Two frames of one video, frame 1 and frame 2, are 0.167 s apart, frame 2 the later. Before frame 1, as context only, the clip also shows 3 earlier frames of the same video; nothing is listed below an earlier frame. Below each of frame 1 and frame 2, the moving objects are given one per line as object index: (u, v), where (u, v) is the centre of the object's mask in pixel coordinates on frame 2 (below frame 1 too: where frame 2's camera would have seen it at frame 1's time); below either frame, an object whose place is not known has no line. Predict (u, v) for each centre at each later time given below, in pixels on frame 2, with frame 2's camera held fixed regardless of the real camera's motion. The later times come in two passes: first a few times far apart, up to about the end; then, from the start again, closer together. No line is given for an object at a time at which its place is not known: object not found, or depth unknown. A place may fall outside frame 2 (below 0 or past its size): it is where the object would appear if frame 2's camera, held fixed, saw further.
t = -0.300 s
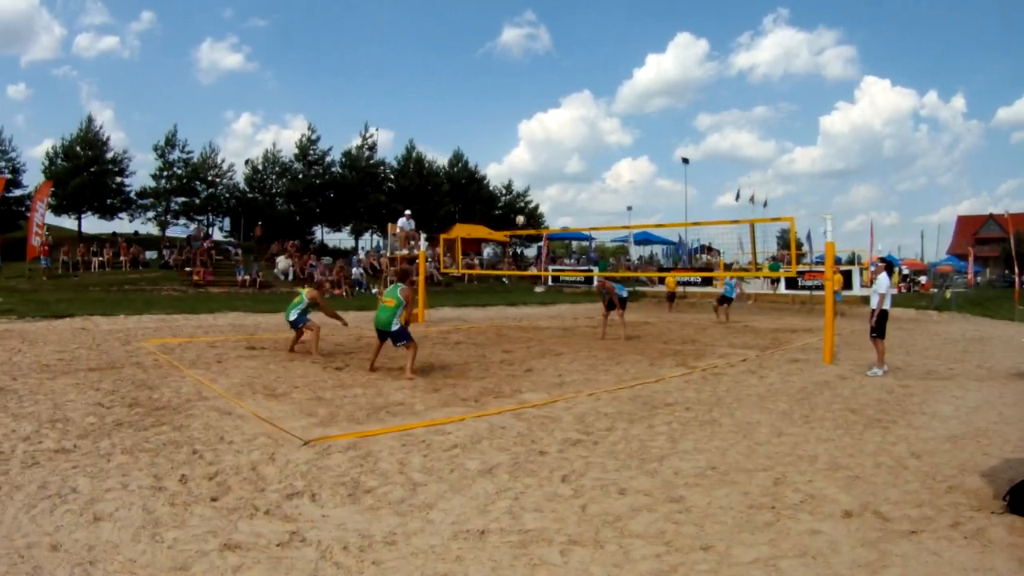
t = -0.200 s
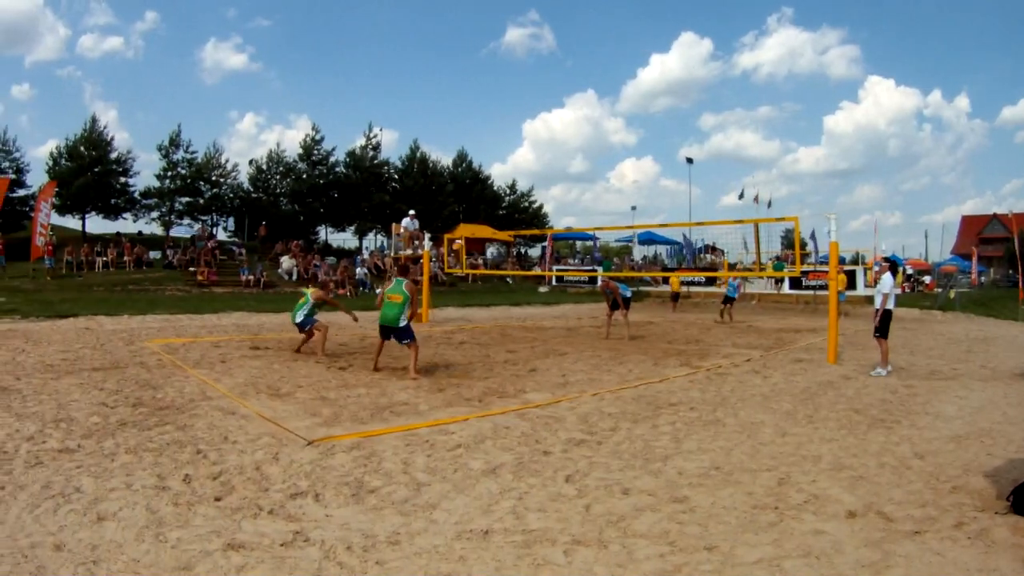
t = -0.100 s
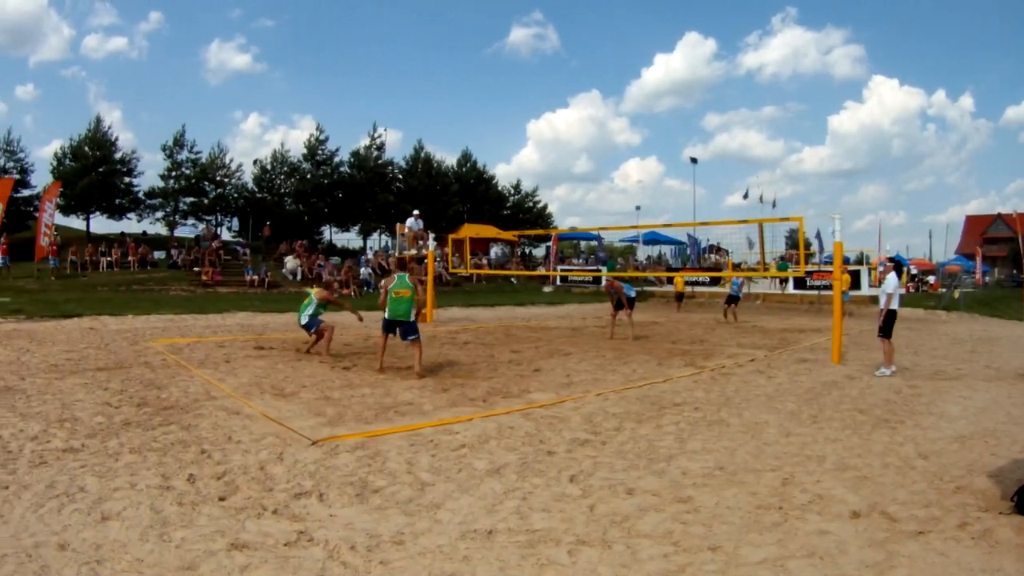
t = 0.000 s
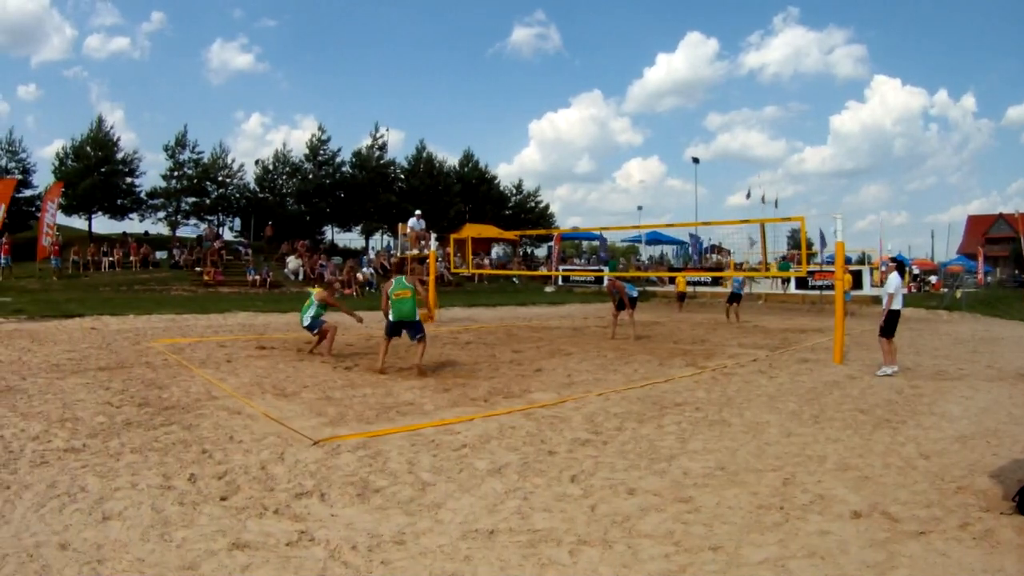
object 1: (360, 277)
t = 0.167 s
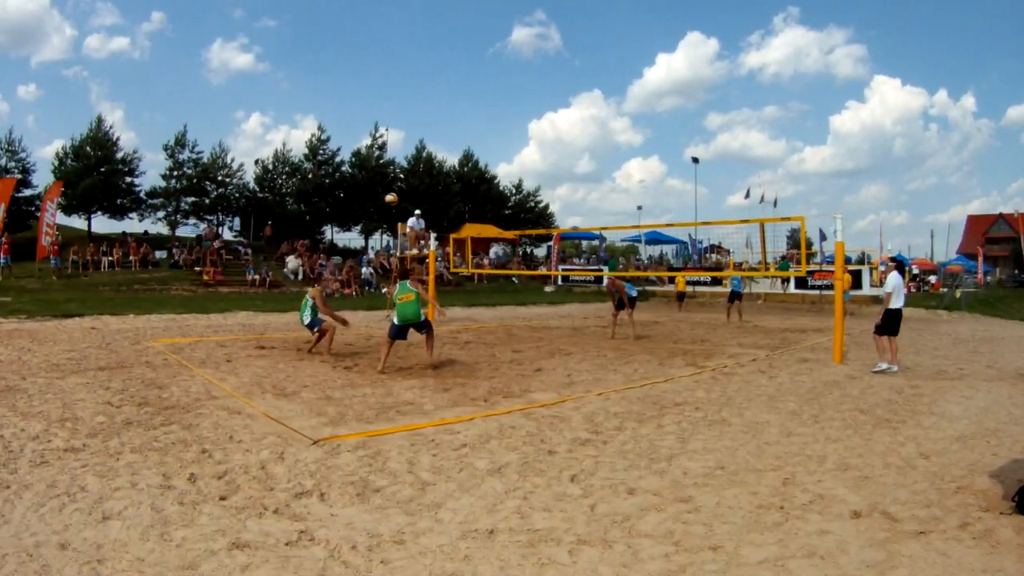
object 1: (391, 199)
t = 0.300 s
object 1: (414, 151)
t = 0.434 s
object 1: (434, 115)
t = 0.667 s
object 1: (468, 79)
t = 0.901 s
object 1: (500, 73)
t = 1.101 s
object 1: (527, 92)
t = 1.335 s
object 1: (557, 142)
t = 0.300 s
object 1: (414, 151)
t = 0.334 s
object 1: (419, 142)
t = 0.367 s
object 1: (424, 133)
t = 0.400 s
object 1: (429, 123)
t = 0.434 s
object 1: (434, 115)
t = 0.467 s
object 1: (439, 108)
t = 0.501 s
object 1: (444, 102)
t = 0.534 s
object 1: (449, 96)
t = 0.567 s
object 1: (454, 91)
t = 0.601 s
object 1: (459, 86)
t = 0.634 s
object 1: (463, 82)
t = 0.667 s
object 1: (468, 79)
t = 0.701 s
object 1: (473, 76)
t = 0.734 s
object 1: (477, 74)
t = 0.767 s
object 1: (482, 73)
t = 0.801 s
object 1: (487, 72)
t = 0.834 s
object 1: (491, 72)
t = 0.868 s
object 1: (495, 72)
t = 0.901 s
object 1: (500, 73)
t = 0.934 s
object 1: (504, 75)
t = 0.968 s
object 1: (509, 77)
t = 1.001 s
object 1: (513, 79)
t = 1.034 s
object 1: (518, 83)
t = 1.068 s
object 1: (522, 88)
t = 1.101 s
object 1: (527, 92)
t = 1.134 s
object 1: (531, 97)
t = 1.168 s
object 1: (535, 103)
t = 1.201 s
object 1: (540, 110)
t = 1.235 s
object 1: (544, 117)
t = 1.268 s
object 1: (549, 125)
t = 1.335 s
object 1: (557, 142)
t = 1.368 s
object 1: (563, 152)
